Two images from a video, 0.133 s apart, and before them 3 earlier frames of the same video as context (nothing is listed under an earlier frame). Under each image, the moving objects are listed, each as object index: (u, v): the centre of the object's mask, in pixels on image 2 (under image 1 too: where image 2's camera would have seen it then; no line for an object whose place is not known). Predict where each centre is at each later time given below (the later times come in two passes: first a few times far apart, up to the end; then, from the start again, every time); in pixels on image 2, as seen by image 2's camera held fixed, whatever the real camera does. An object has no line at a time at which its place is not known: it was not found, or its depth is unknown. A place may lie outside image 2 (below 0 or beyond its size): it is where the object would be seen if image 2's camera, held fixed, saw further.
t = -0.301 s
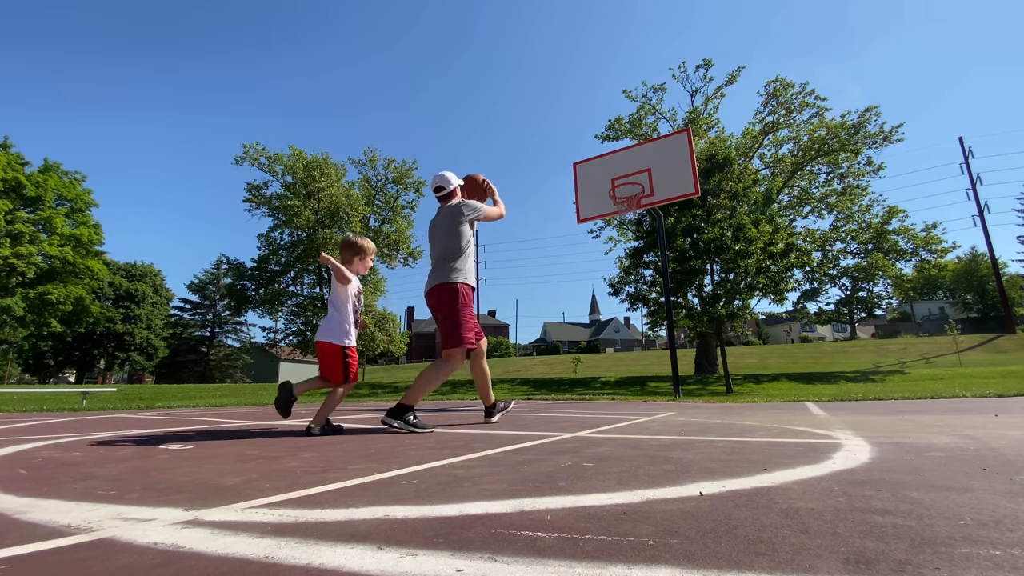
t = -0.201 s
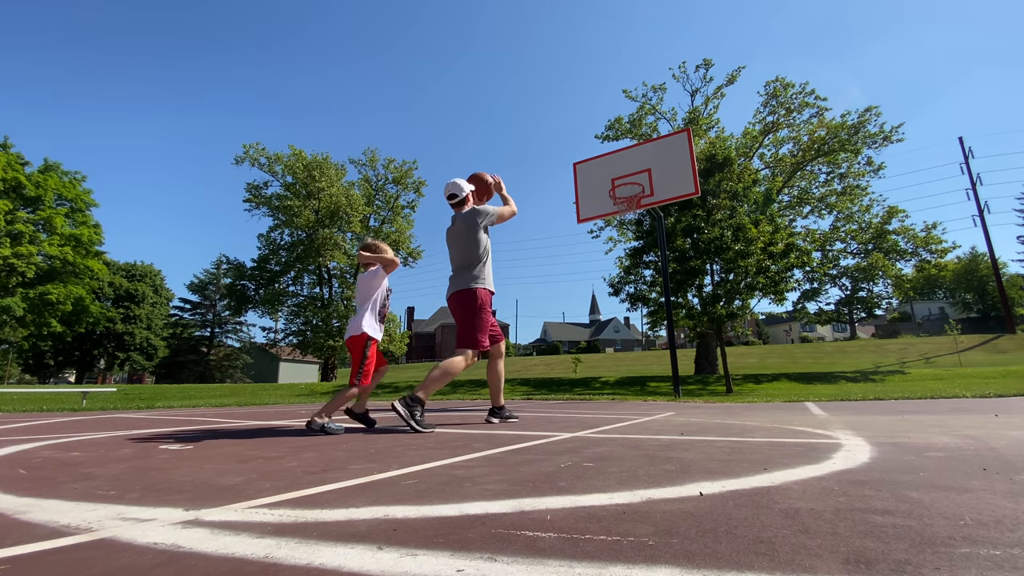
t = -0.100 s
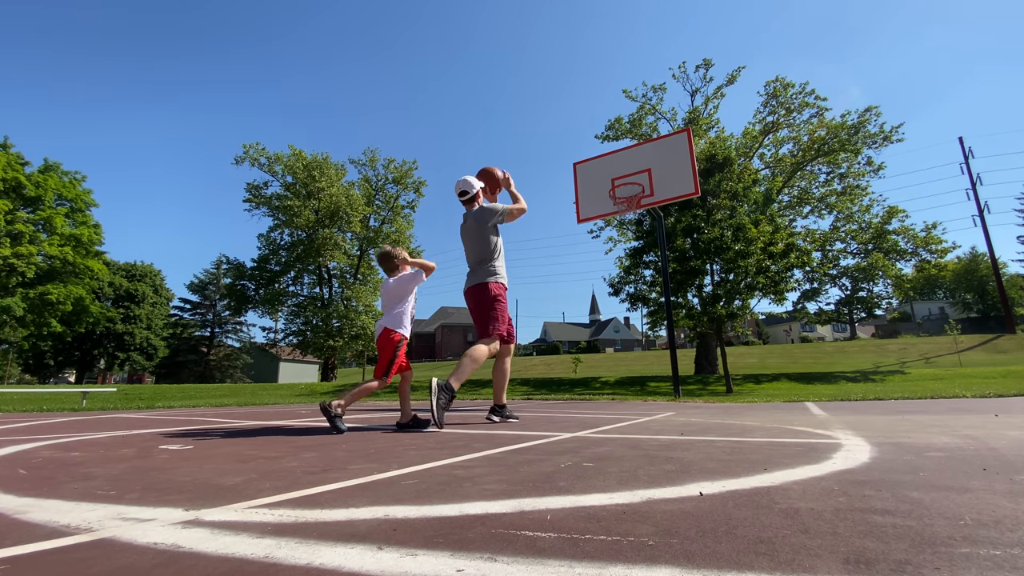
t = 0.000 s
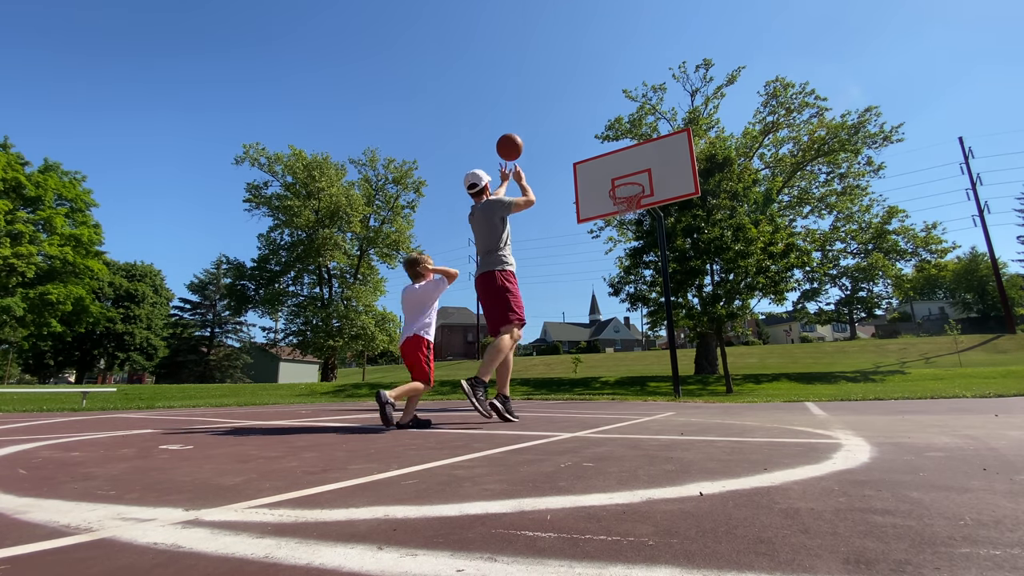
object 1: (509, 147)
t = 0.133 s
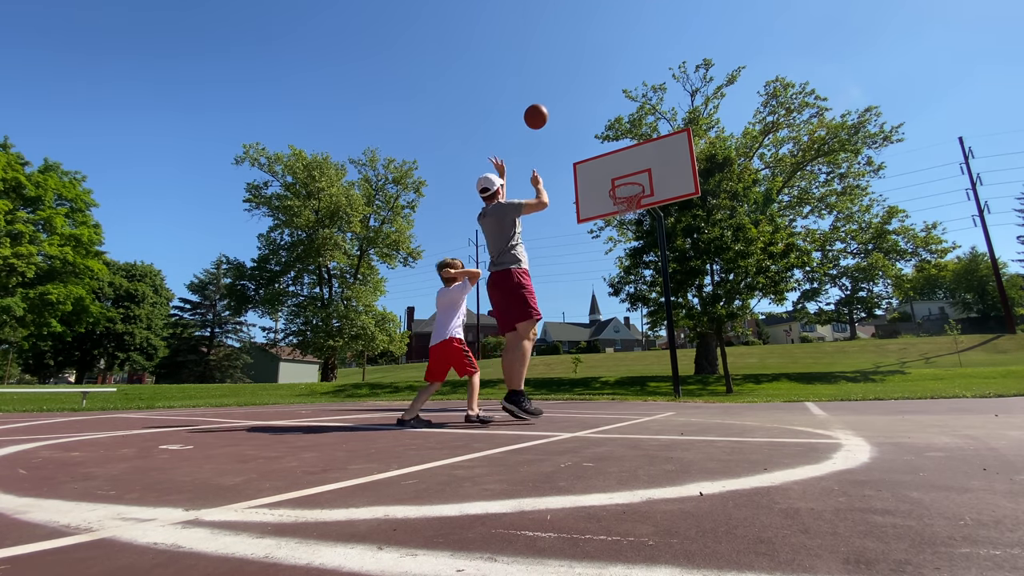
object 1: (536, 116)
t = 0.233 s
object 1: (552, 107)
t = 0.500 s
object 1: (588, 121)
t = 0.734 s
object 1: (613, 167)
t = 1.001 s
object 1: (638, 193)
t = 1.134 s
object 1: (632, 194)
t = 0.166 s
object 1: (541, 112)
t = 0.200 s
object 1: (547, 109)
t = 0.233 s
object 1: (552, 107)
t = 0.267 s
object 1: (557, 106)
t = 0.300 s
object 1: (562, 106)
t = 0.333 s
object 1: (567, 107)
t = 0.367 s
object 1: (571, 108)
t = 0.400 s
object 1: (575, 111)
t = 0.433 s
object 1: (580, 114)
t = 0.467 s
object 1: (584, 117)
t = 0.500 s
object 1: (588, 121)
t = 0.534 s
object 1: (592, 126)
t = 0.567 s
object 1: (596, 132)
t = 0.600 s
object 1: (599, 138)
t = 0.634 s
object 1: (603, 144)
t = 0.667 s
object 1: (607, 151)
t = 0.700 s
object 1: (610, 159)
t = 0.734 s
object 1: (613, 167)
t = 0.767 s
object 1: (617, 175)
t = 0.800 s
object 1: (620, 185)
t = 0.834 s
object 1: (623, 193)
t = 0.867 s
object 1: (628, 193)
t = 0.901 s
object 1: (634, 195)
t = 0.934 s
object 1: (638, 196)
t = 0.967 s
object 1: (638, 196)
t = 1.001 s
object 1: (638, 193)
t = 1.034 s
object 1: (637, 192)
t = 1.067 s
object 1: (634, 193)
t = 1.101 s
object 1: (633, 193)
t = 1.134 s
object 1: (632, 194)
